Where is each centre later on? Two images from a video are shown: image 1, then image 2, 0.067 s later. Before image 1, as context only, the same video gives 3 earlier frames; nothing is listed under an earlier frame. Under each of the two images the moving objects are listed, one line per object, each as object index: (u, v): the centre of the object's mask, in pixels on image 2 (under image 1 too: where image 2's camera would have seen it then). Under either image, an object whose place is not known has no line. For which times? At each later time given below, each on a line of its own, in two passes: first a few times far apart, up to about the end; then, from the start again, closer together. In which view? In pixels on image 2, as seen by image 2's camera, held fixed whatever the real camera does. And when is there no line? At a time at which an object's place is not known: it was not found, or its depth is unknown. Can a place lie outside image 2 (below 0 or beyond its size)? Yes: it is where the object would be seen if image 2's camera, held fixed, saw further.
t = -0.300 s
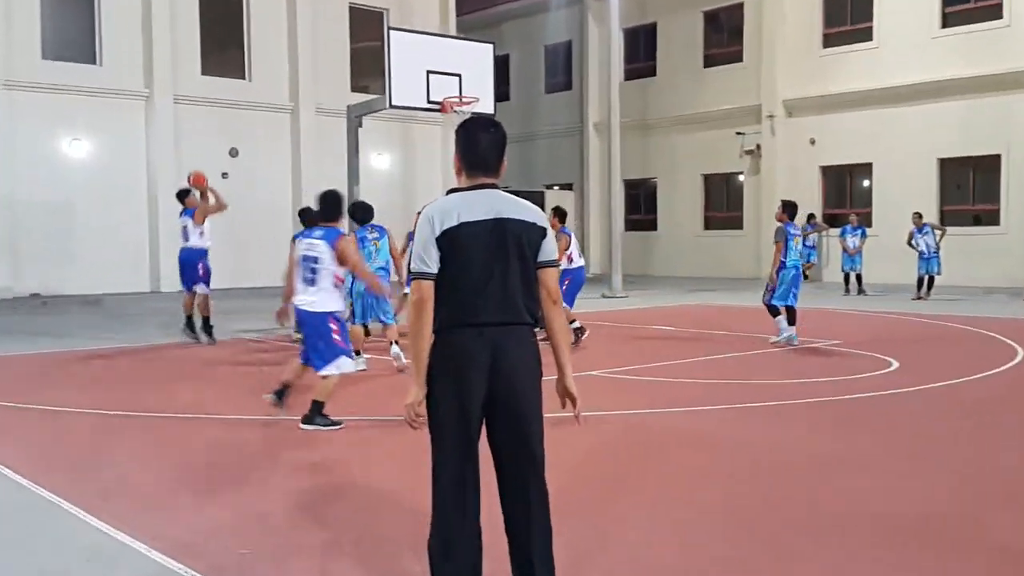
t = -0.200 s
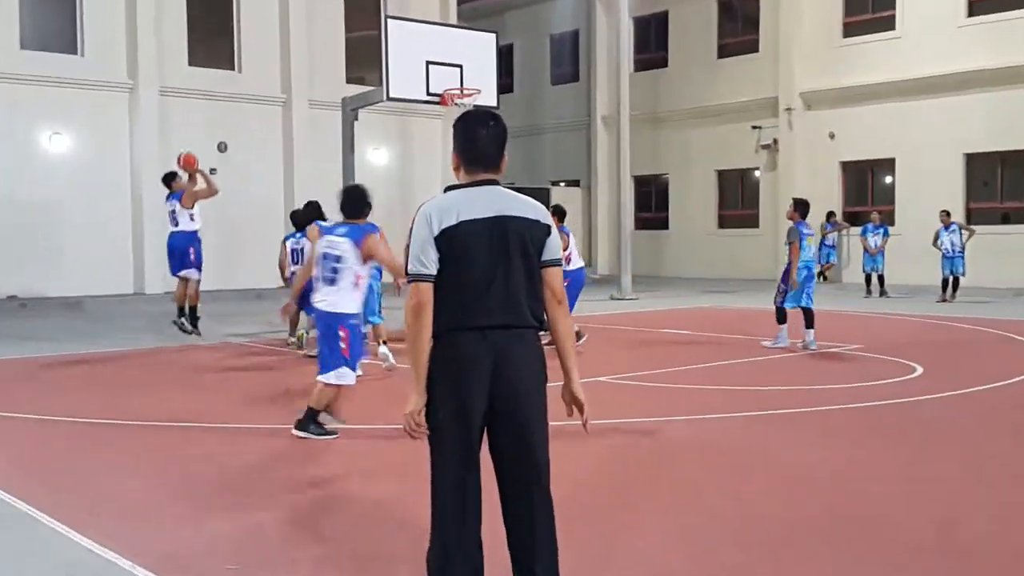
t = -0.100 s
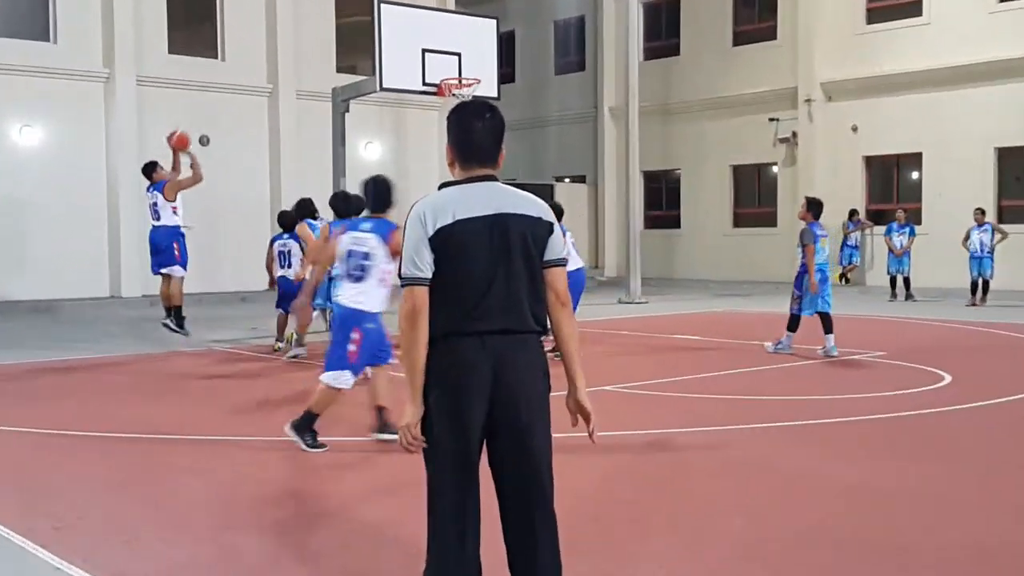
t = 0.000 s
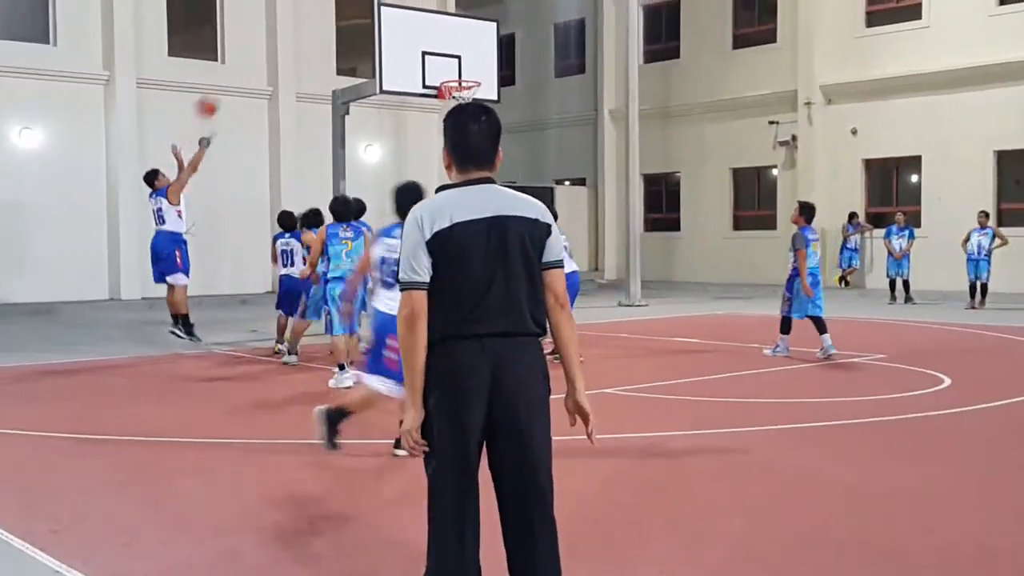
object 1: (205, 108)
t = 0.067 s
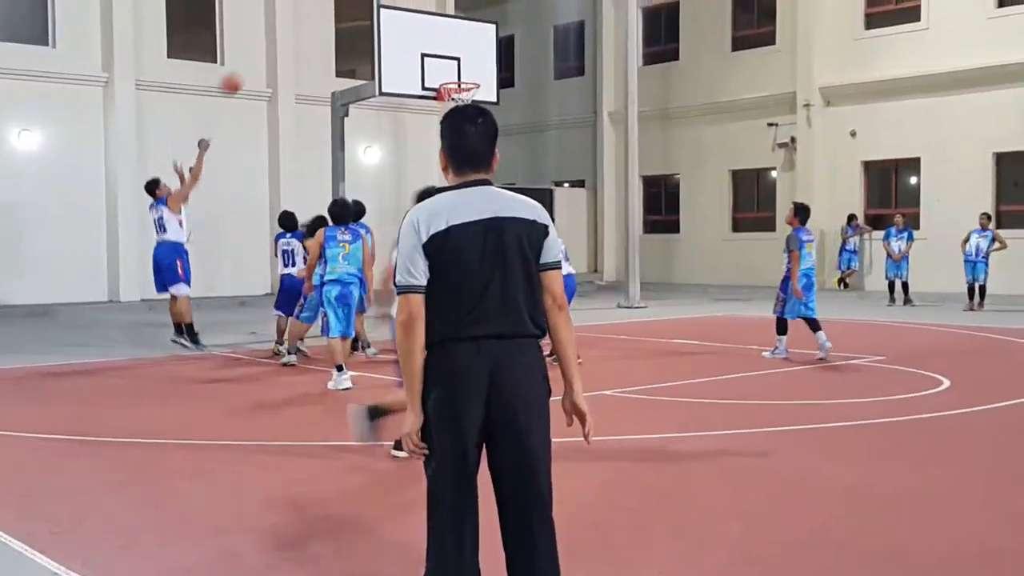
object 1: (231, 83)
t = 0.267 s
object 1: (300, 33)
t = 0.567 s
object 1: (399, 31)
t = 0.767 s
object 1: (461, 72)
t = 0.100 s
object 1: (243, 72)
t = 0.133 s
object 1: (255, 63)
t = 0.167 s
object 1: (265, 55)
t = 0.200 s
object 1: (277, 45)
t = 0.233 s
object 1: (289, 38)
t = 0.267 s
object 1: (300, 33)
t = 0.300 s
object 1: (311, 29)
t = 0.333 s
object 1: (323, 25)
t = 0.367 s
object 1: (336, 23)
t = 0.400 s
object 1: (346, 20)
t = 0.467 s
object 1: (367, 21)
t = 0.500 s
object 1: (376, 24)
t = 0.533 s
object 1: (387, 27)
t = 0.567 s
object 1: (399, 31)
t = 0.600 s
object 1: (409, 36)
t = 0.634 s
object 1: (420, 41)
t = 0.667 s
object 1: (430, 47)
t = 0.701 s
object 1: (441, 55)
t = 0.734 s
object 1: (451, 64)
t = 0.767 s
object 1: (461, 72)
